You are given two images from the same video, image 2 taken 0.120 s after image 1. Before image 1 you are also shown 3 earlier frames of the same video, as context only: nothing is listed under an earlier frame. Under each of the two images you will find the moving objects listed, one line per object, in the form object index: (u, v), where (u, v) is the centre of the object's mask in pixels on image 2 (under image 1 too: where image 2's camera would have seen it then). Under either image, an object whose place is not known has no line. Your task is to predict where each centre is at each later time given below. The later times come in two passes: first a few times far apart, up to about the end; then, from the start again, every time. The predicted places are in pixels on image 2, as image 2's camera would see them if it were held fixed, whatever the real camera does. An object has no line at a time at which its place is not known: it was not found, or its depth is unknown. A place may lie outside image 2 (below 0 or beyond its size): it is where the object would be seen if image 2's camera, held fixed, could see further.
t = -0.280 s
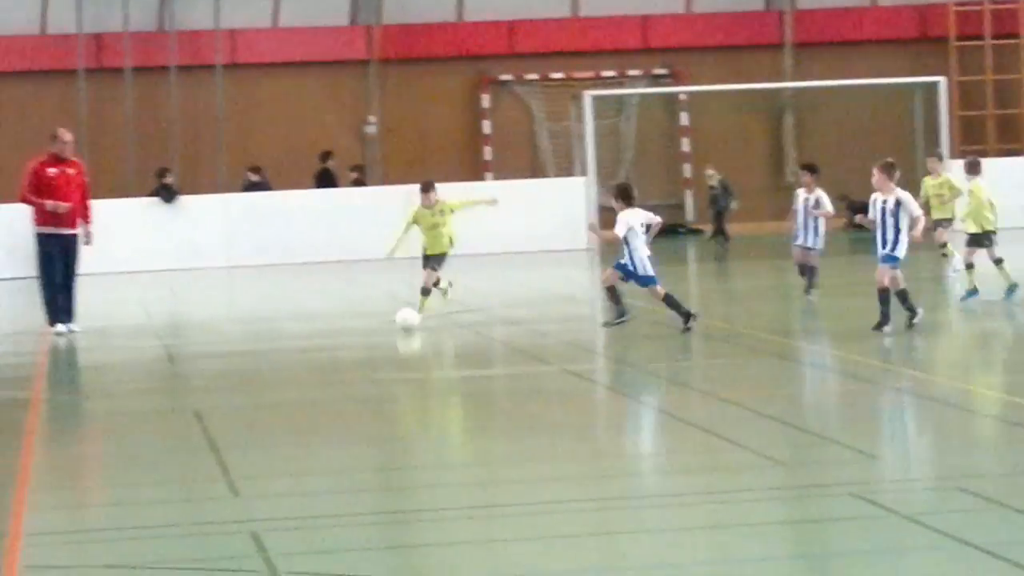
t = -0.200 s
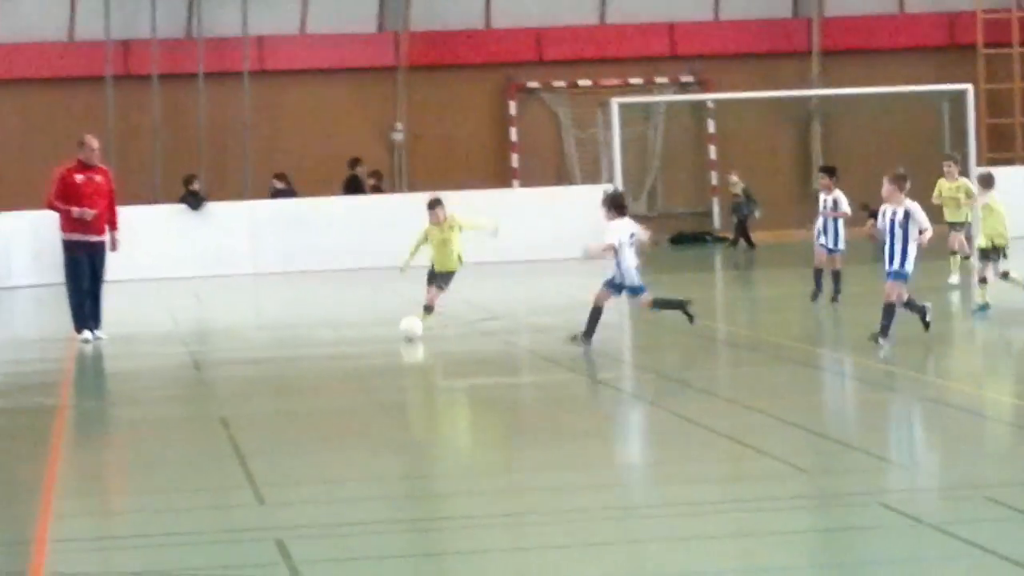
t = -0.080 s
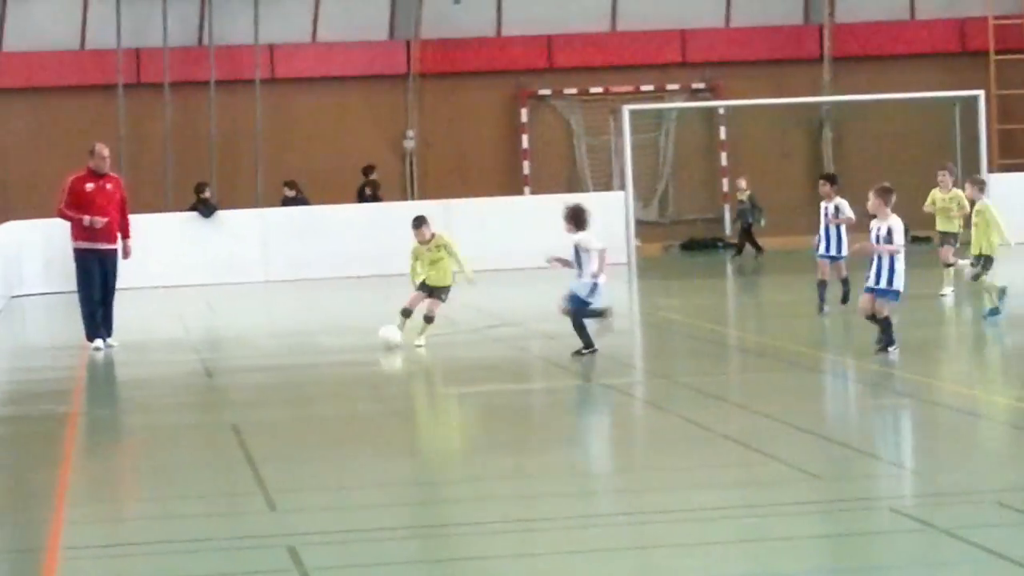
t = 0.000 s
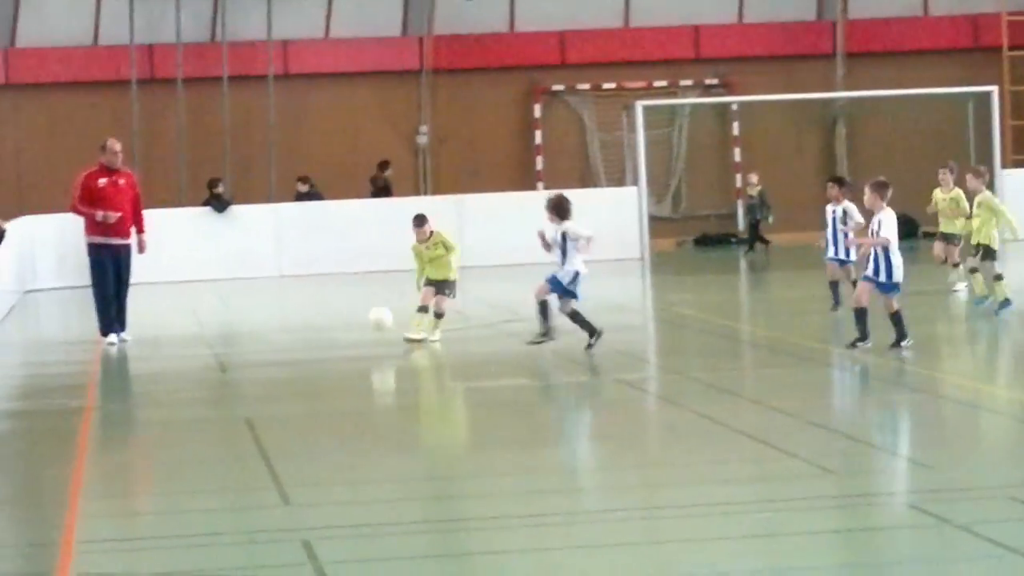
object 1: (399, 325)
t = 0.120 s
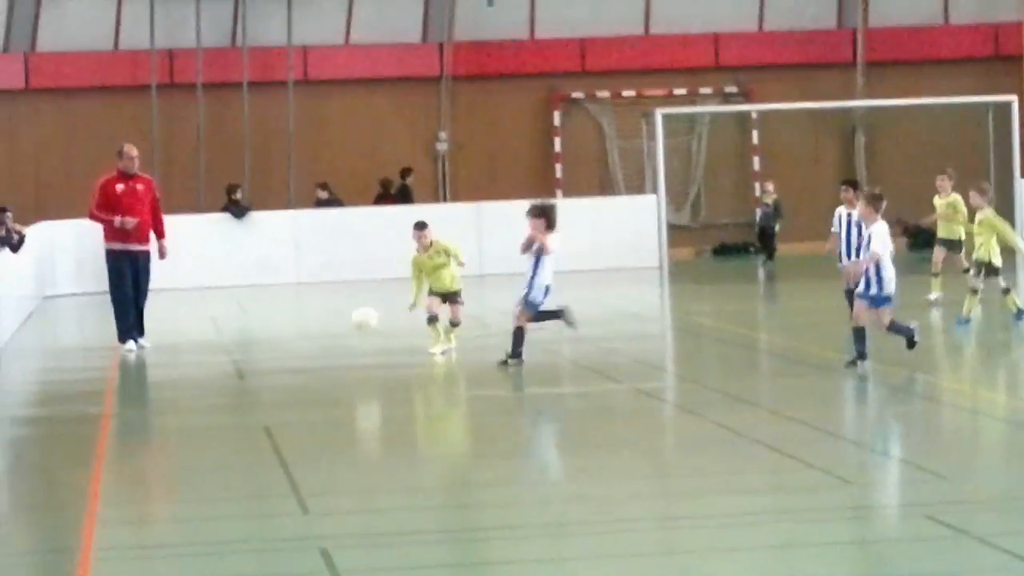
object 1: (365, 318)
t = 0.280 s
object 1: (316, 332)
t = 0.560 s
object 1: (225, 382)
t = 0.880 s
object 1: (108, 440)
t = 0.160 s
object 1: (353, 319)
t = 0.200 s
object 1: (340, 320)
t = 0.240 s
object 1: (328, 325)
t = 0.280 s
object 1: (316, 332)
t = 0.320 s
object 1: (303, 342)
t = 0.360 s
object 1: (291, 353)
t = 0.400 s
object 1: (278, 365)
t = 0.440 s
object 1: (264, 381)
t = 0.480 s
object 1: (249, 392)
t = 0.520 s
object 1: (238, 385)
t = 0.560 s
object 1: (225, 382)
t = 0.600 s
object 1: (212, 380)
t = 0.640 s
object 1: (197, 381)
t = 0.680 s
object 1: (185, 385)
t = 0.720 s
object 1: (170, 392)
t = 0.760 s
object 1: (154, 402)
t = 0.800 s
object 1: (140, 414)
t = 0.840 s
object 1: (123, 430)
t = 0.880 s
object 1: (108, 440)
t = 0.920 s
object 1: (95, 434)
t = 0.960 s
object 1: (79, 431)
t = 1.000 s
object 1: (62, 430)
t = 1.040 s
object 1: (47, 433)
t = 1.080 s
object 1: (29, 439)
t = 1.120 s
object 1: (12, 448)
